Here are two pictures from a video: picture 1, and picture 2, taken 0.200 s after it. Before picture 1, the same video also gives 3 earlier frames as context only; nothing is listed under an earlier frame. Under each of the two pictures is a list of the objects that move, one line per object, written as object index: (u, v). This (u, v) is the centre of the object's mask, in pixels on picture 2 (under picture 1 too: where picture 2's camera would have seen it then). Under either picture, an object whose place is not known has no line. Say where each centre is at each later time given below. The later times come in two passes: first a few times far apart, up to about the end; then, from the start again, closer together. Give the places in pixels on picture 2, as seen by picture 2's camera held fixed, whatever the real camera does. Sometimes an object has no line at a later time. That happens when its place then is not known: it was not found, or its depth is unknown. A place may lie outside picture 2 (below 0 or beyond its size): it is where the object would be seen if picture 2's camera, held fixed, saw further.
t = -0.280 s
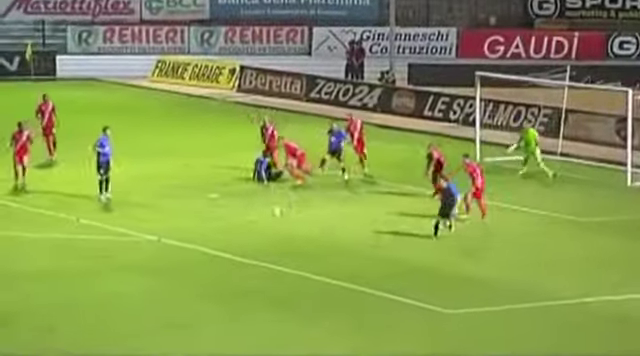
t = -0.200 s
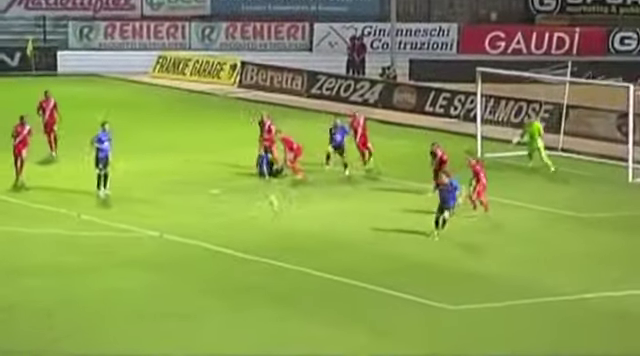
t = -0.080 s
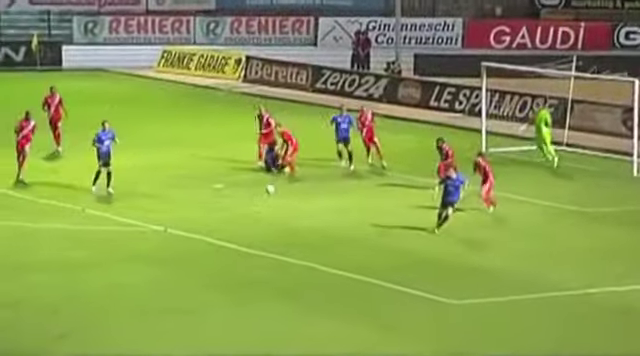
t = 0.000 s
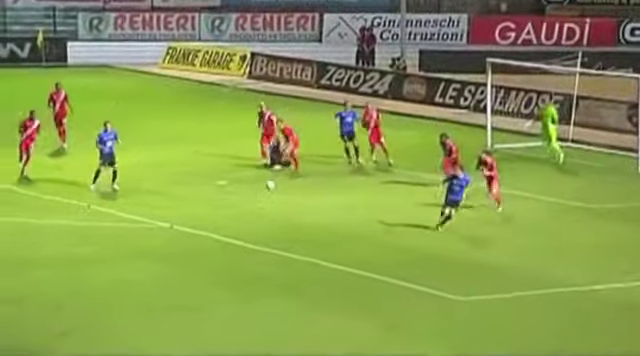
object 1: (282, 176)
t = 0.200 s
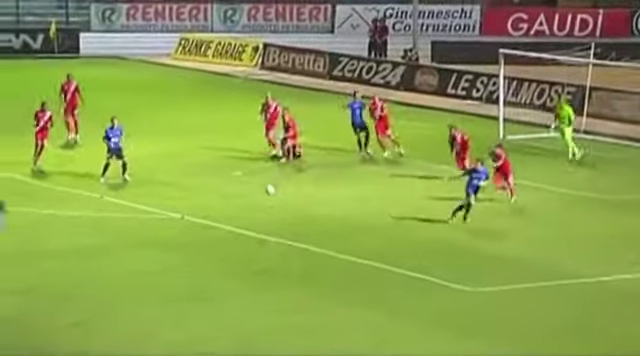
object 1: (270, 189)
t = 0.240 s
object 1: (268, 193)
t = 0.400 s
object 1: (258, 225)
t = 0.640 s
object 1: (243, 240)
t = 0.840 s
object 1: (233, 240)
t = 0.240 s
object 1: (268, 193)
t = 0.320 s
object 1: (263, 205)
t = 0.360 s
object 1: (259, 212)
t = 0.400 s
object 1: (258, 225)
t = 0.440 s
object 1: (255, 231)
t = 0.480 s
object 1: (251, 243)
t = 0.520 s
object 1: (248, 248)
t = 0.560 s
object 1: (246, 247)
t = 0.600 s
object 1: (245, 246)
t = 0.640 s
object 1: (243, 240)
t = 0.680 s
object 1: (242, 240)
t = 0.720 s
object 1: (240, 239)
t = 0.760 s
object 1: (238, 239)
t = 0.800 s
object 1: (235, 238)
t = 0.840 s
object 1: (233, 240)
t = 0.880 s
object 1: (230, 241)
